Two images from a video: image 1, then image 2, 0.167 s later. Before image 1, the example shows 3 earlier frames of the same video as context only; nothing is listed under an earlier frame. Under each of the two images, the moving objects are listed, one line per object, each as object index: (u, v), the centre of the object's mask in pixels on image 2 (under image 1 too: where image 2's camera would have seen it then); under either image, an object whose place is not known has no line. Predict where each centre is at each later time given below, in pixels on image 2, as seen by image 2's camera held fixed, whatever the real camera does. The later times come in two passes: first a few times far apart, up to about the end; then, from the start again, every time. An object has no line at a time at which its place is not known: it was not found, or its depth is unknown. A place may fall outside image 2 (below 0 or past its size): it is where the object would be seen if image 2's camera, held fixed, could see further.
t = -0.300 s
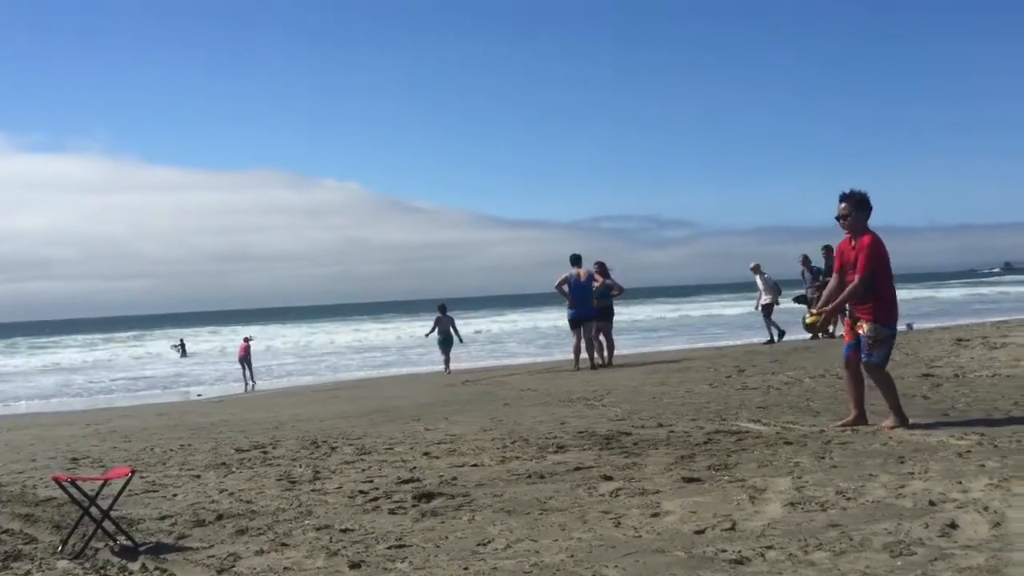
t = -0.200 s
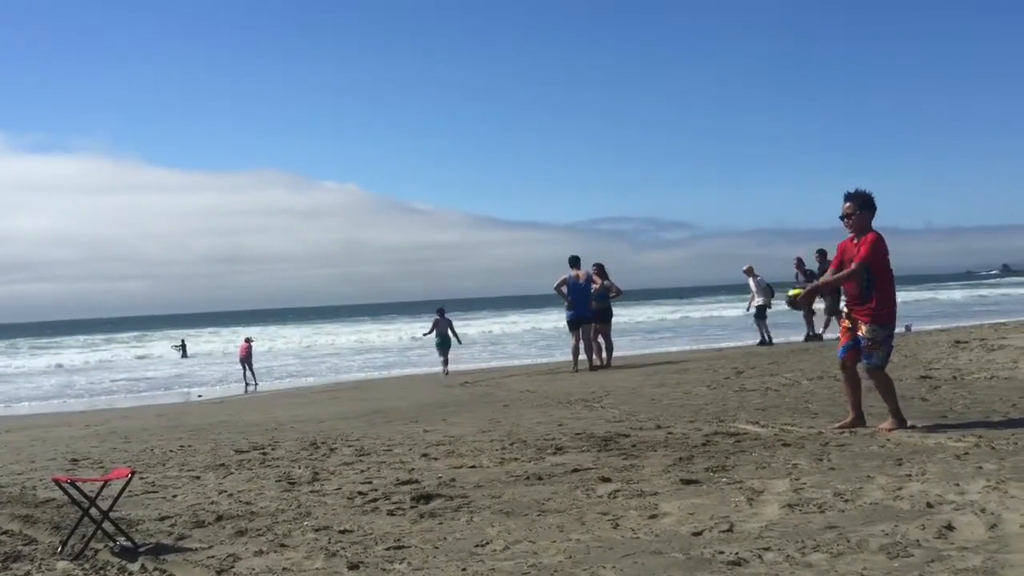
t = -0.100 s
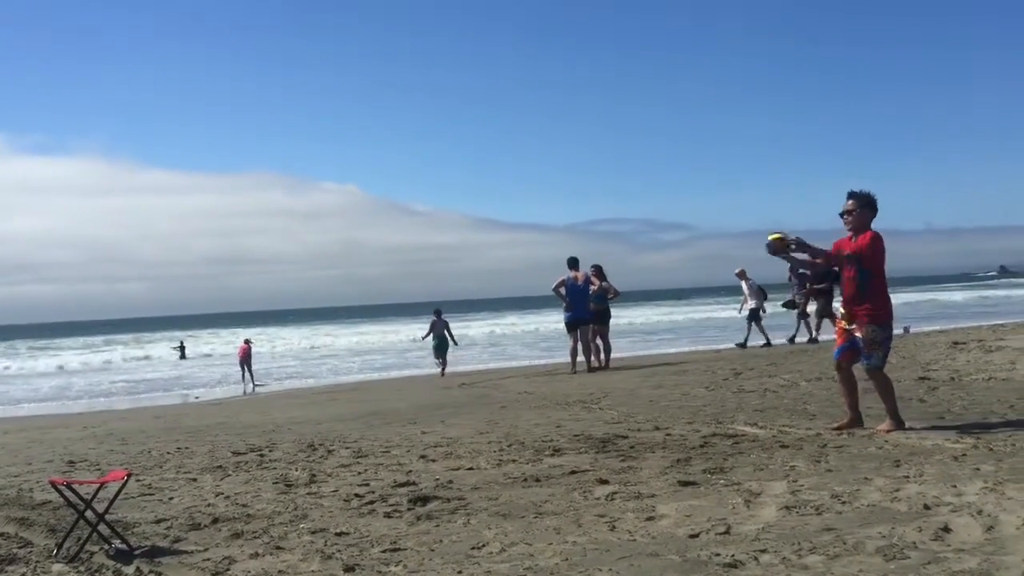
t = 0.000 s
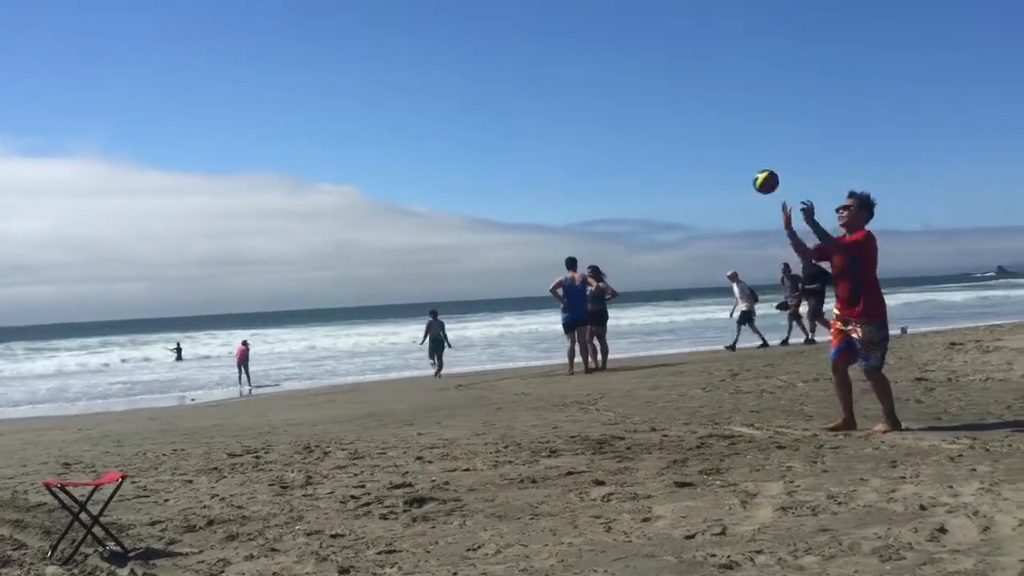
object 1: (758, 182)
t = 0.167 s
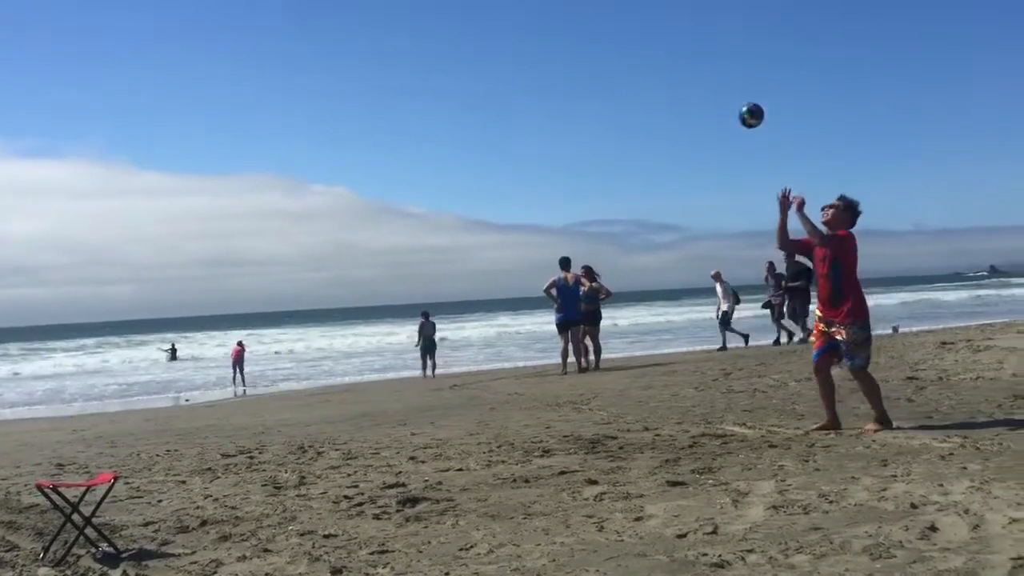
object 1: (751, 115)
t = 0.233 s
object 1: (752, 103)
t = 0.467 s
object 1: (772, 119)
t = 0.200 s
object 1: (751, 108)
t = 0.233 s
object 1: (752, 103)
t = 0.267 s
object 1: (754, 100)
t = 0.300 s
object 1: (755, 98)
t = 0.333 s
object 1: (757, 98)
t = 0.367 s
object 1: (759, 101)
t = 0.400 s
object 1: (762, 105)
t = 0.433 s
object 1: (766, 112)
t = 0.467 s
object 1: (772, 119)
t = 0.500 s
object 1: (778, 130)
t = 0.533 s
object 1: (785, 142)
